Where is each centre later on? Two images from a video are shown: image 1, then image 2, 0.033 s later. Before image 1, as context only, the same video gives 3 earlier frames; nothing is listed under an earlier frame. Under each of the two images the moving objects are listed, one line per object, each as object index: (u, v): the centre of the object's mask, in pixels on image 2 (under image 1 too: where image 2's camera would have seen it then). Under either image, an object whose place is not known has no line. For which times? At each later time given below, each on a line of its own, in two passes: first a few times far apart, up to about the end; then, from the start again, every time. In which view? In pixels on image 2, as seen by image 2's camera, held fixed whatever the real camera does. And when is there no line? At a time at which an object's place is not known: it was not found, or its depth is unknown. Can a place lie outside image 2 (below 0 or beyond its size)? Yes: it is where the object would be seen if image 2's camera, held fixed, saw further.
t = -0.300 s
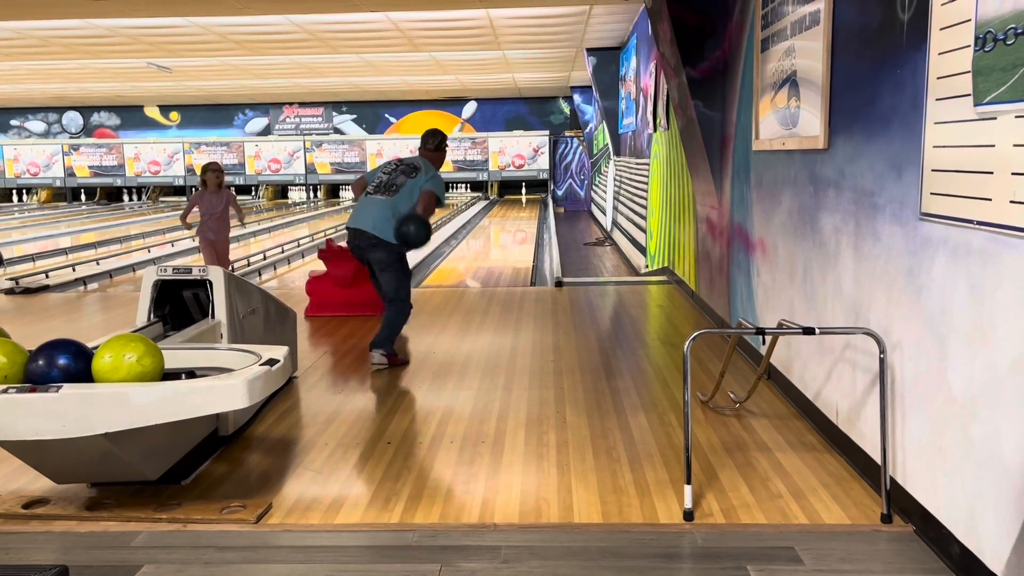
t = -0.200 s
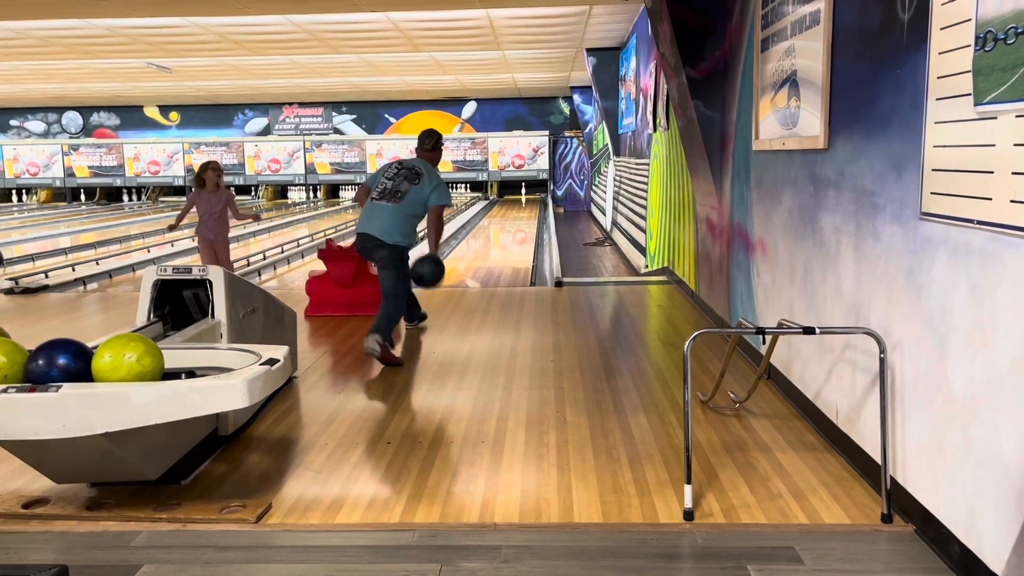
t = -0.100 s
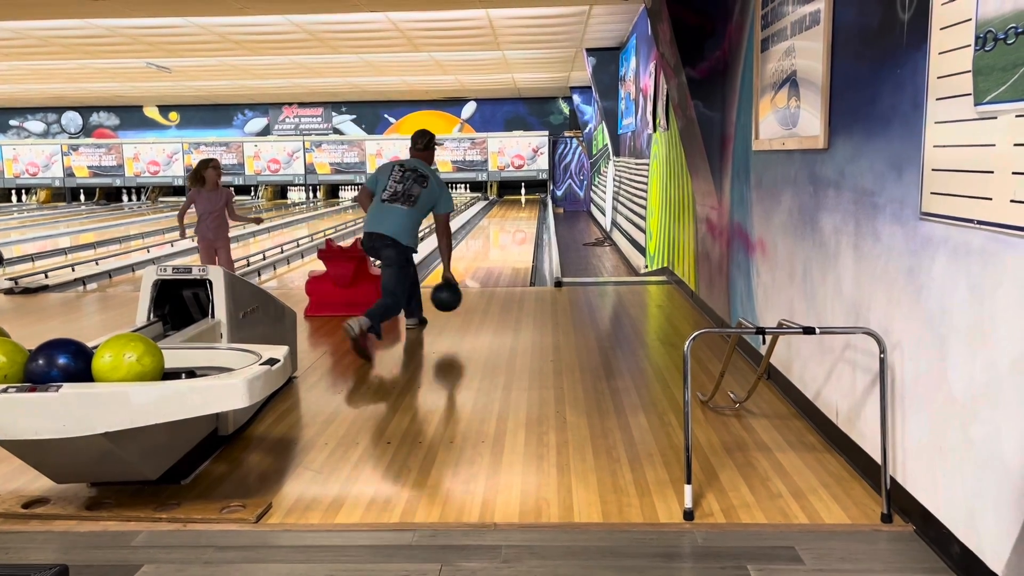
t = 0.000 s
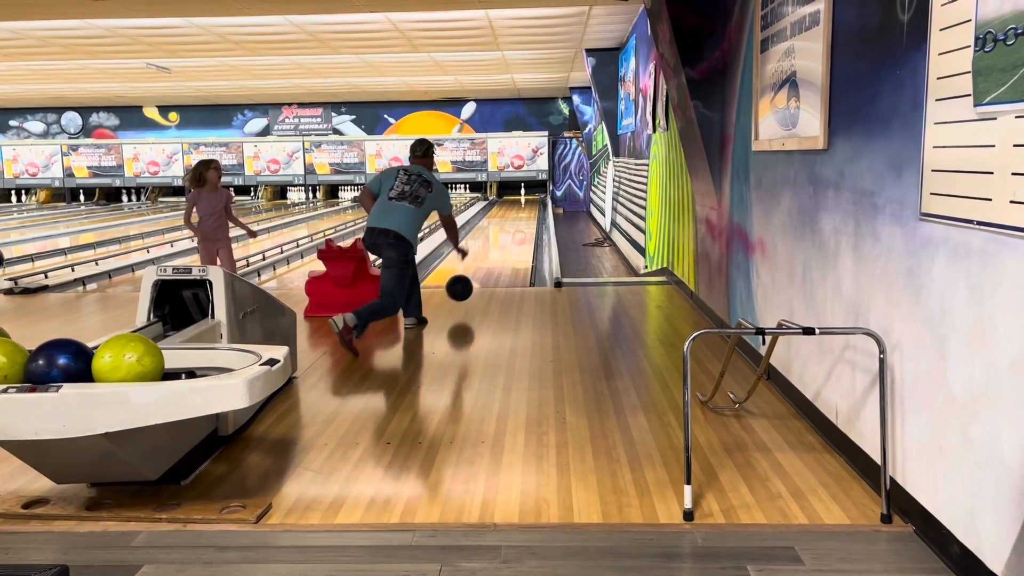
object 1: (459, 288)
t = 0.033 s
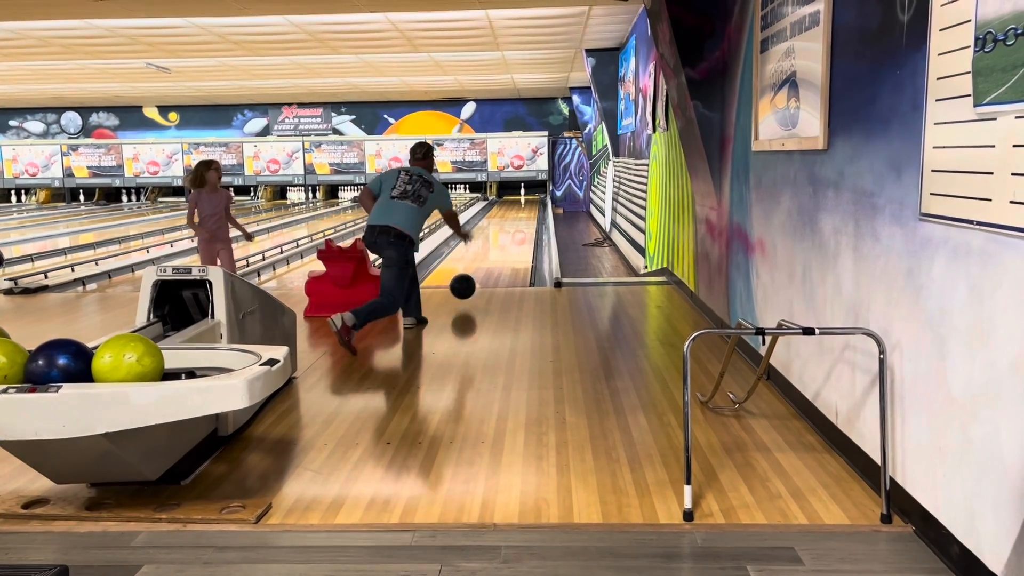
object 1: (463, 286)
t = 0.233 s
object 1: (478, 267)
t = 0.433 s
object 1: (489, 249)
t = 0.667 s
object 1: (497, 235)
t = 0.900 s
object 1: (503, 224)
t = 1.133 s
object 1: (507, 216)
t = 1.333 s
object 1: (510, 211)
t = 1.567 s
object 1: (513, 206)
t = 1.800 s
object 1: (515, 201)
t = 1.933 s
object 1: (516, 199)
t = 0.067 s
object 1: (466, 286)
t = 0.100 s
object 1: (469, 282)
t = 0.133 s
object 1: (471, 277)
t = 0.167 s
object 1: (474, 274)
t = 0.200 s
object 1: (476, 271)
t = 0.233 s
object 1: (478, 267)
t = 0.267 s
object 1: (480, 263)
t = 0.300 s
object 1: (482, 260)
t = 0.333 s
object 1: (484, 257)
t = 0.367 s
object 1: (485, 255)
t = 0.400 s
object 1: (487, 252)
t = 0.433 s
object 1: (489, 249)
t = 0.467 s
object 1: (490, 247)
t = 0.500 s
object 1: (491, 245)
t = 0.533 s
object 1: (492, 242)
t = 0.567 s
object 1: (494, 240)
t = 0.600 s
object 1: (495, 238)
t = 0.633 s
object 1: (496, 236)
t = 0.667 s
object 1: (497, 235)
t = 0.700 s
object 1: (498, 233)
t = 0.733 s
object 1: (499, 231)
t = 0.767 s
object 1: (499, 230)
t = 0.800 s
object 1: (500, 228)
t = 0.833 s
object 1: (501, 227)
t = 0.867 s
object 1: (502, 225)
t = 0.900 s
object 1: (503, 224)
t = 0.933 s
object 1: (503, 223)
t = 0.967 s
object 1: (504, 221)
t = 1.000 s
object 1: (505, 220)
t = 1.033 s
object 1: (505, 219)
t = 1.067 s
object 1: (506, 218)
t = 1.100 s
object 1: (506, 217)
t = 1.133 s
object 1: (507, 216)
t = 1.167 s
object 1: (508, 215)
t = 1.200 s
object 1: (508, 214)
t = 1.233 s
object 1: (509, 213)
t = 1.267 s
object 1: (509, 212)
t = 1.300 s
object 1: (510, 211)
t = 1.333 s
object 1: (510, 211)
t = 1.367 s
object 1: (511, 210)
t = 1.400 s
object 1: (511, 209)
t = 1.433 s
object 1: (511, 208)
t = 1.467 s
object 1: (512, 207)
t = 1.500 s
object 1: (512, 207)
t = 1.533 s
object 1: (512, 206)
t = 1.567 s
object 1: (513, 206)
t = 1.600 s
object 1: (513, 205)
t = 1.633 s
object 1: (514, 205)
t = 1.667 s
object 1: (514, 204)
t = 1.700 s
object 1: (514, 203)
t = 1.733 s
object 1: (515, 202)
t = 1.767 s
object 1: (515, 201)
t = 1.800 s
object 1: (515, 201)
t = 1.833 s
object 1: (515, 200)
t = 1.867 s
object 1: (516, 200)
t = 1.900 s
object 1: (516, 199)
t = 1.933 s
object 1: (516, 199)
